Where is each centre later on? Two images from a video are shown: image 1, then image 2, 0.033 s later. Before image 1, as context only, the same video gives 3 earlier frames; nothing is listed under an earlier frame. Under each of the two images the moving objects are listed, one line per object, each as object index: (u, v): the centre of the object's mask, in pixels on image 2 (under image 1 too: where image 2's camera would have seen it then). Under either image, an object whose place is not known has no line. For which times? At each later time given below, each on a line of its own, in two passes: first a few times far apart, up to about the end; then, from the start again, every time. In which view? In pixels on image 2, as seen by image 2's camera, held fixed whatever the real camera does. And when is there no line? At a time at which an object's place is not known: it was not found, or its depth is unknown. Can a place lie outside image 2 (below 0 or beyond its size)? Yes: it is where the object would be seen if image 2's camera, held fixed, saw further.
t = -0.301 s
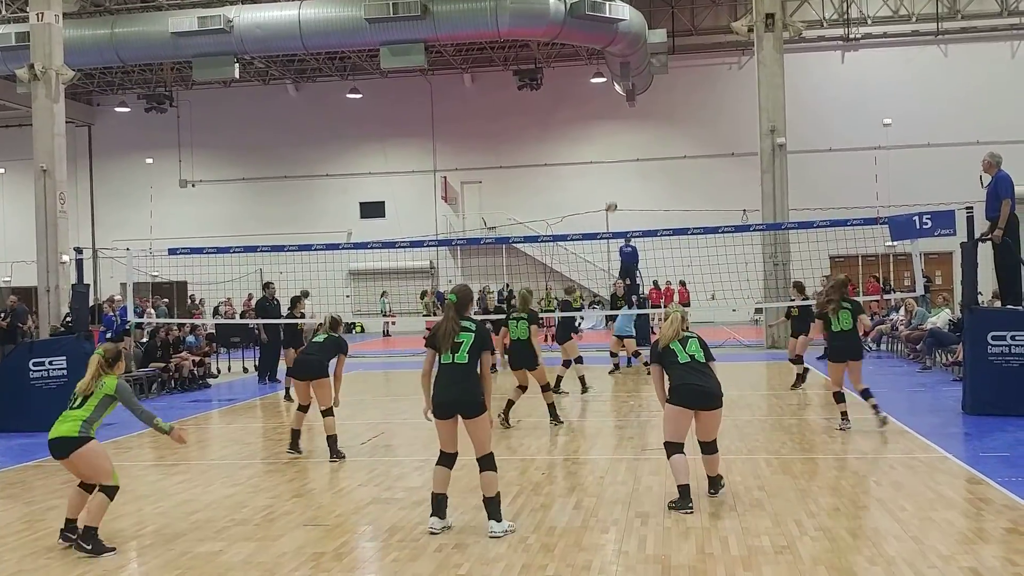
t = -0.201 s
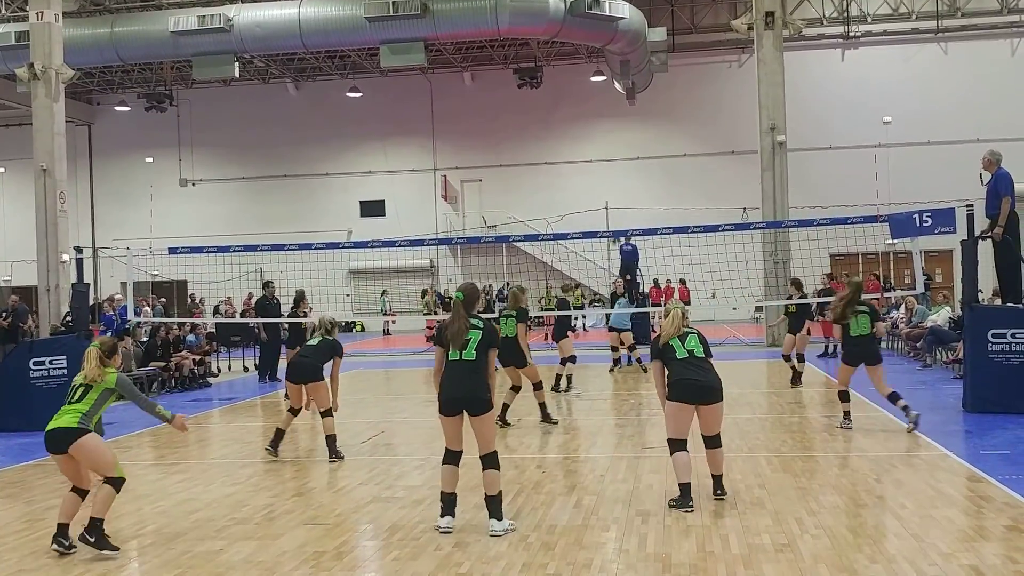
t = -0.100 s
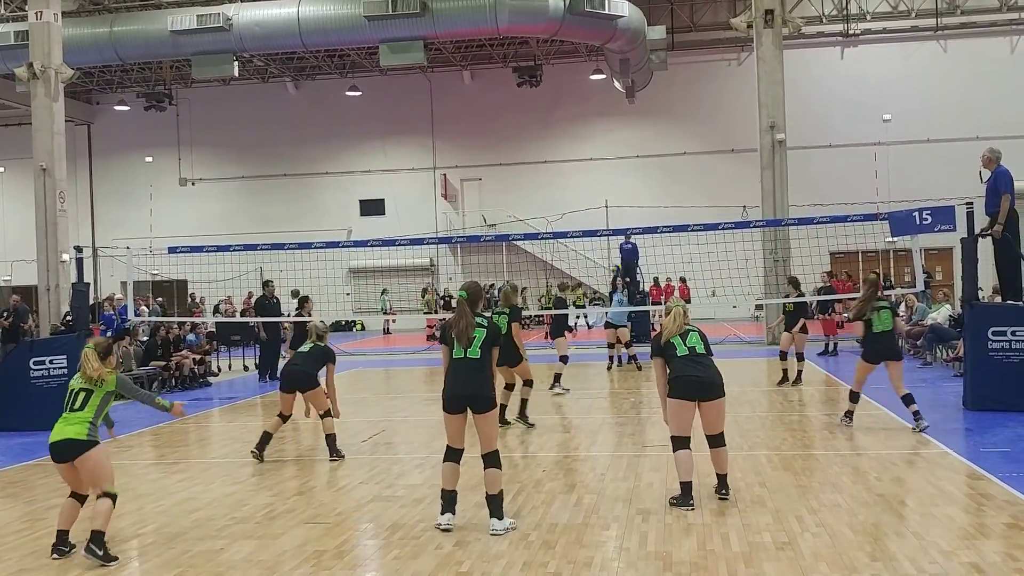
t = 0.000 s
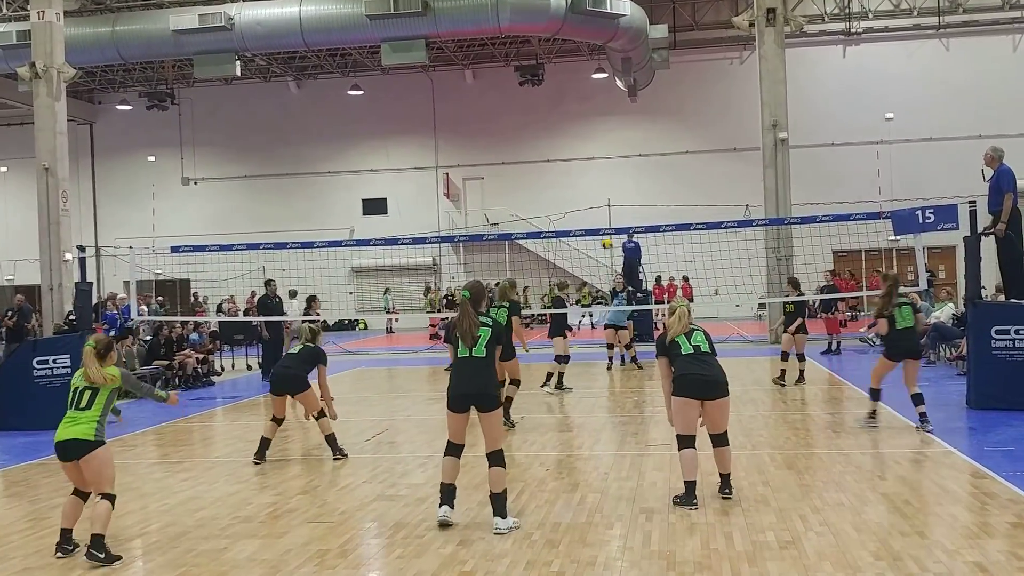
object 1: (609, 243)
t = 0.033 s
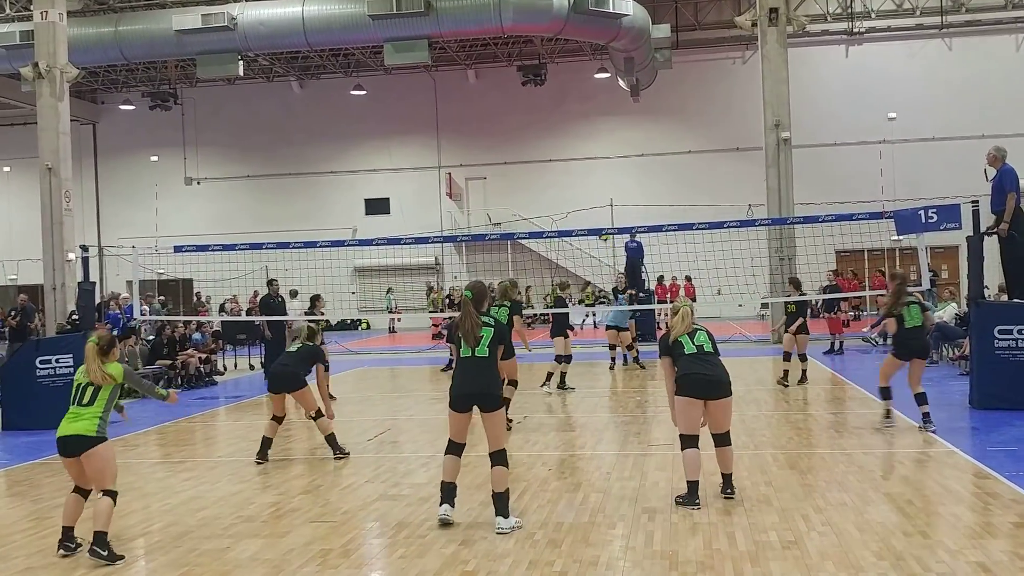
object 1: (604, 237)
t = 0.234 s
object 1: (576, 203)
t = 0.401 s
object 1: (549, 193)
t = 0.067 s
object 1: (599, 226)
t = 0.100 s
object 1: (595, 222)
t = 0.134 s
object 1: (590, 217)
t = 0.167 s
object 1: (585, 212)
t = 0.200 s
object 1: (580, 208)
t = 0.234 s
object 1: (576, 203)
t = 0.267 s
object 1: (571, 200)
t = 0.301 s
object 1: (565, 197)
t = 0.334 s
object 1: (560, 195)
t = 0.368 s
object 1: (555, 193)
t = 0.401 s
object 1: (549, 193)
